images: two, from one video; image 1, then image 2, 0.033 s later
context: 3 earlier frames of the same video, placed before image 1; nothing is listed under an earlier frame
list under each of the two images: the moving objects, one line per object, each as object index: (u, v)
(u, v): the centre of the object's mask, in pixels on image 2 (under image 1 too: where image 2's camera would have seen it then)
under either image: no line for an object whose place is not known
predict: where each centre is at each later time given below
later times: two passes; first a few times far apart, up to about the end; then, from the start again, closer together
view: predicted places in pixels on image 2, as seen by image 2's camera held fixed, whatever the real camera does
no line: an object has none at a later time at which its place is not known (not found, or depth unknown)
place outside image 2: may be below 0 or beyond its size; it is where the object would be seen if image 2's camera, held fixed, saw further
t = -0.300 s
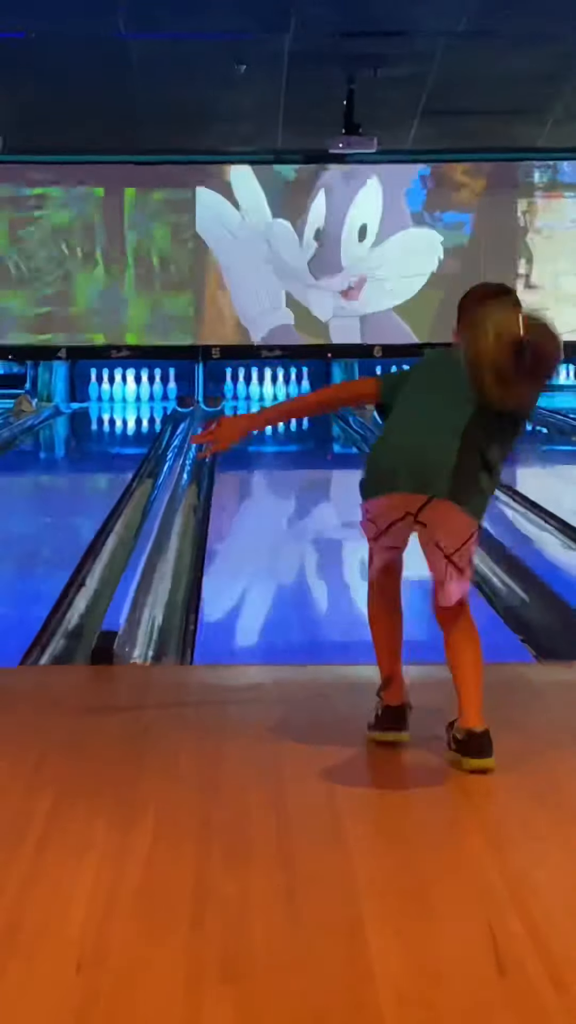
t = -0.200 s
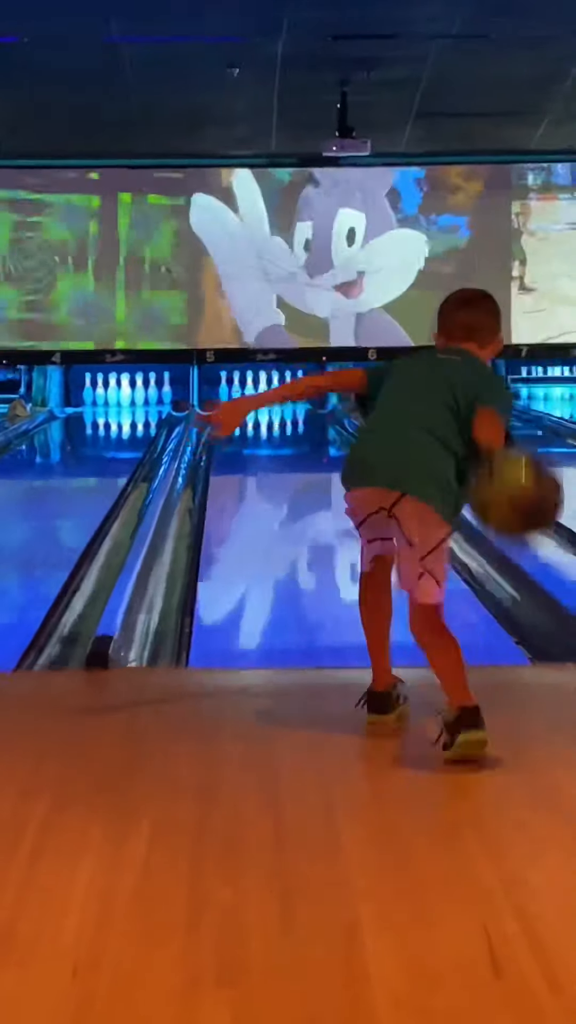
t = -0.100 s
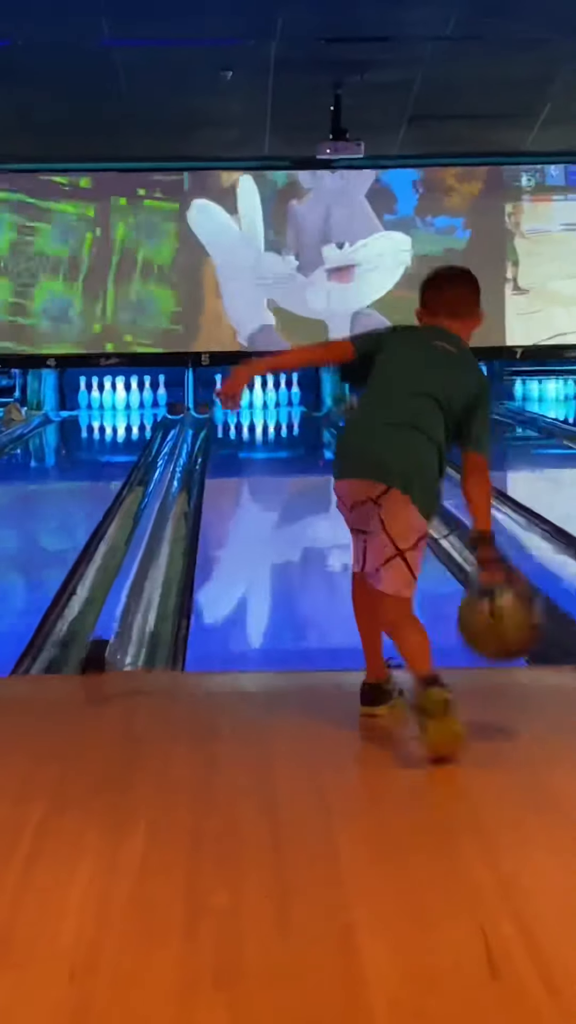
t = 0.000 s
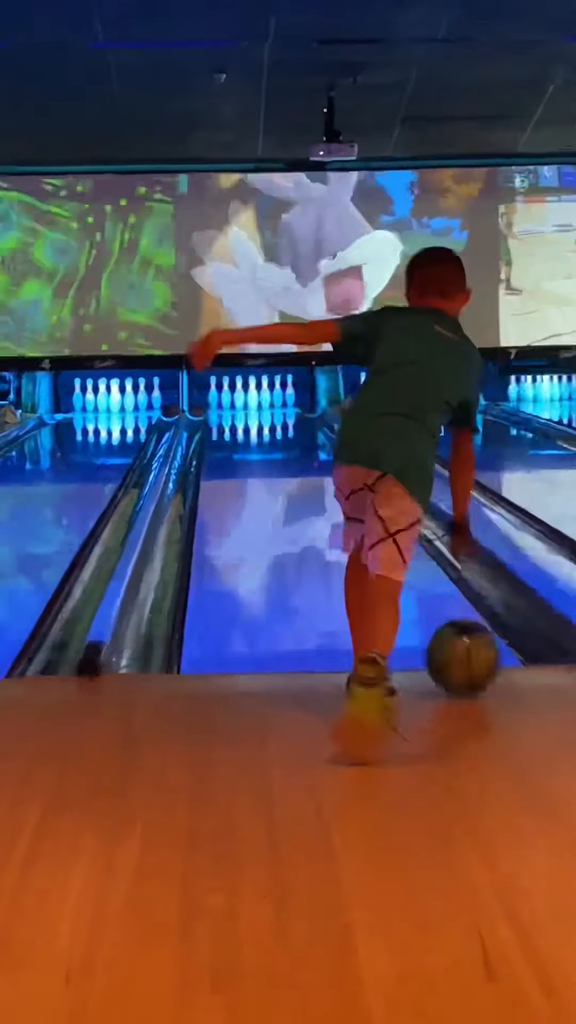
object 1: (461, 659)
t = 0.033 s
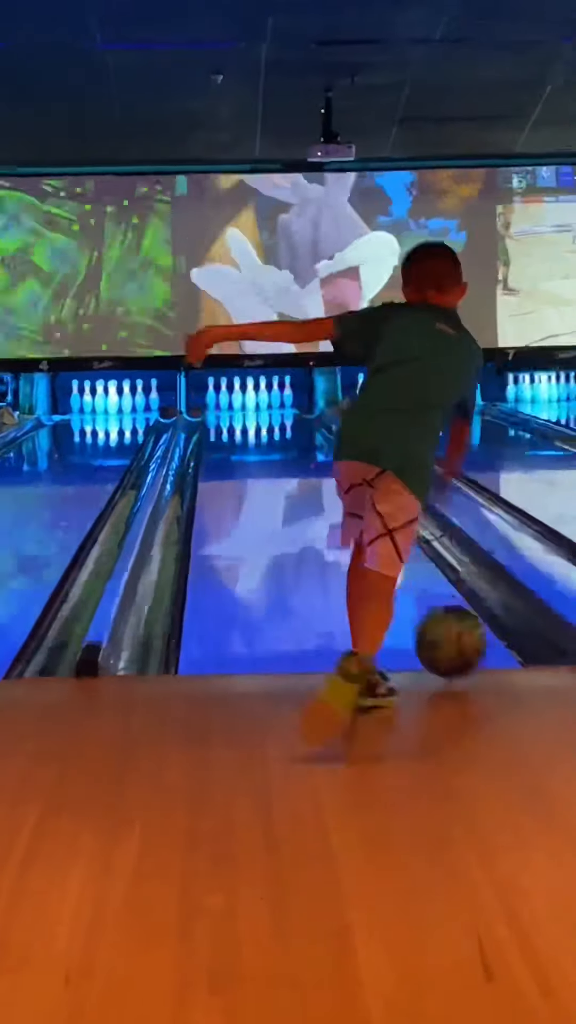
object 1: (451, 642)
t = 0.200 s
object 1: (414, 602)
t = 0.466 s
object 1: (353, 538)
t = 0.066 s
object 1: (441, 629)
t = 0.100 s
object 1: (432, 622)
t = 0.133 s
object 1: (425, 617)
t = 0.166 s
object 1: (418, 607)
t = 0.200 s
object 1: (414, 602)
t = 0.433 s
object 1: (354, 540)
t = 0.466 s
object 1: (353, 538)
